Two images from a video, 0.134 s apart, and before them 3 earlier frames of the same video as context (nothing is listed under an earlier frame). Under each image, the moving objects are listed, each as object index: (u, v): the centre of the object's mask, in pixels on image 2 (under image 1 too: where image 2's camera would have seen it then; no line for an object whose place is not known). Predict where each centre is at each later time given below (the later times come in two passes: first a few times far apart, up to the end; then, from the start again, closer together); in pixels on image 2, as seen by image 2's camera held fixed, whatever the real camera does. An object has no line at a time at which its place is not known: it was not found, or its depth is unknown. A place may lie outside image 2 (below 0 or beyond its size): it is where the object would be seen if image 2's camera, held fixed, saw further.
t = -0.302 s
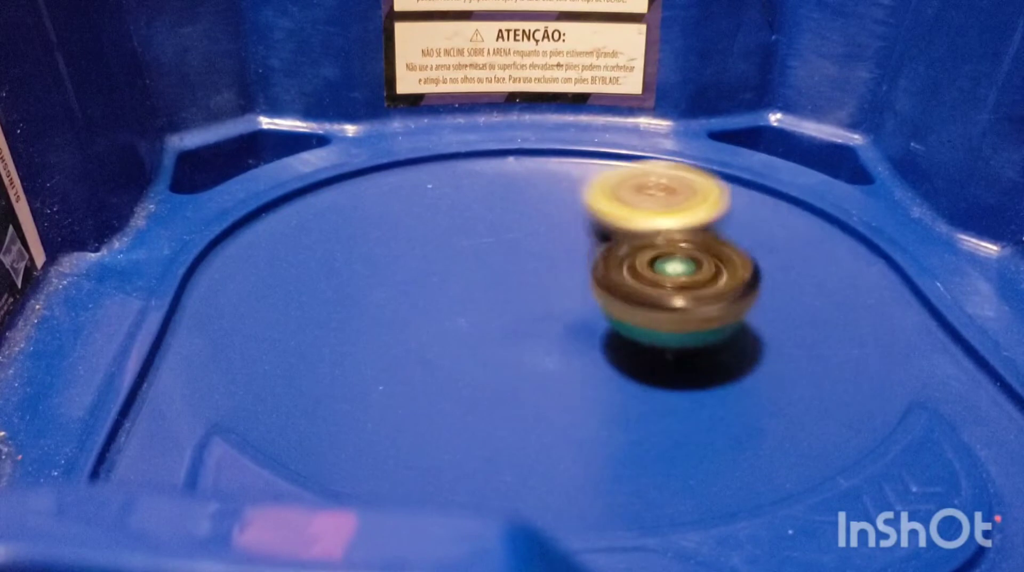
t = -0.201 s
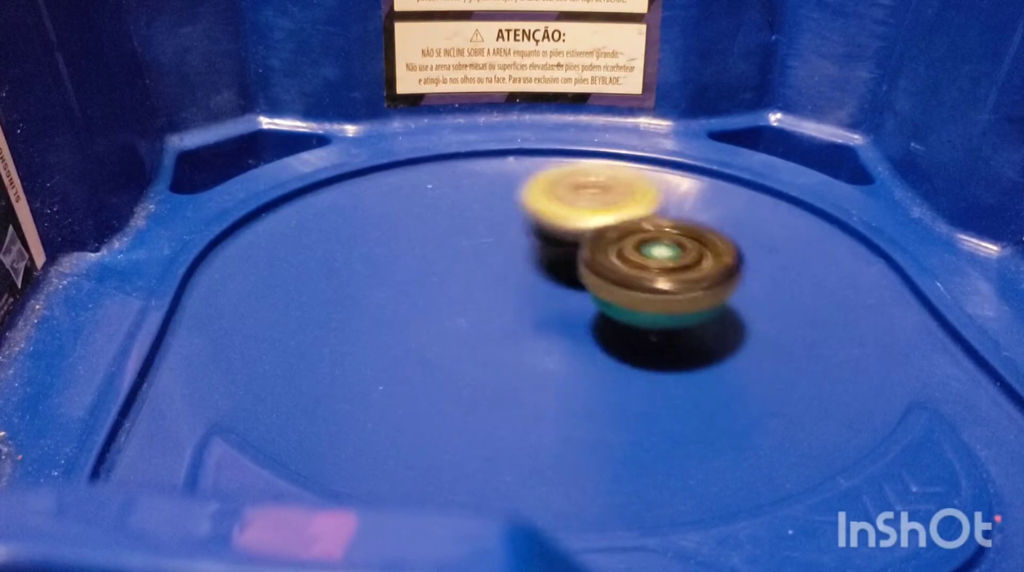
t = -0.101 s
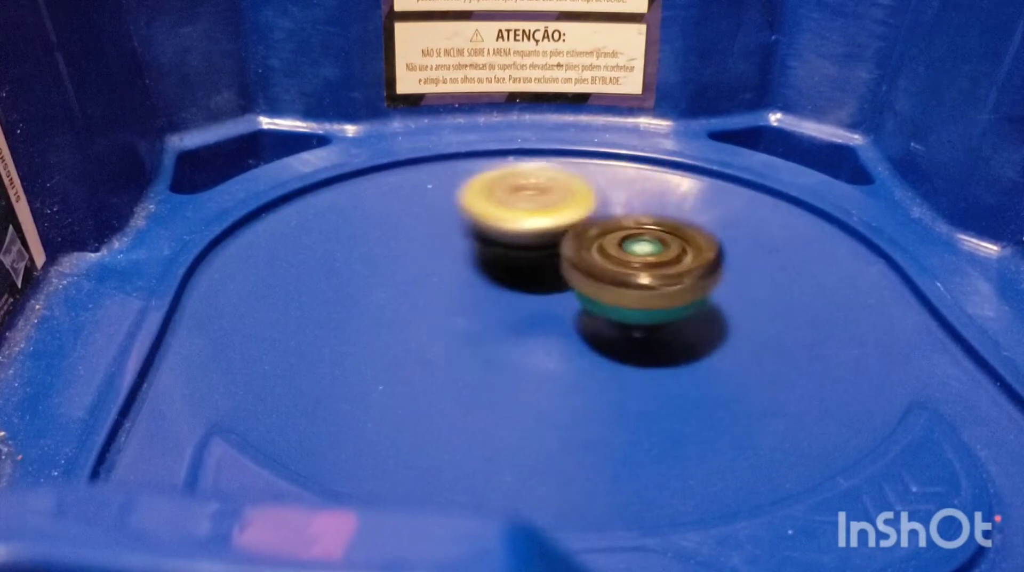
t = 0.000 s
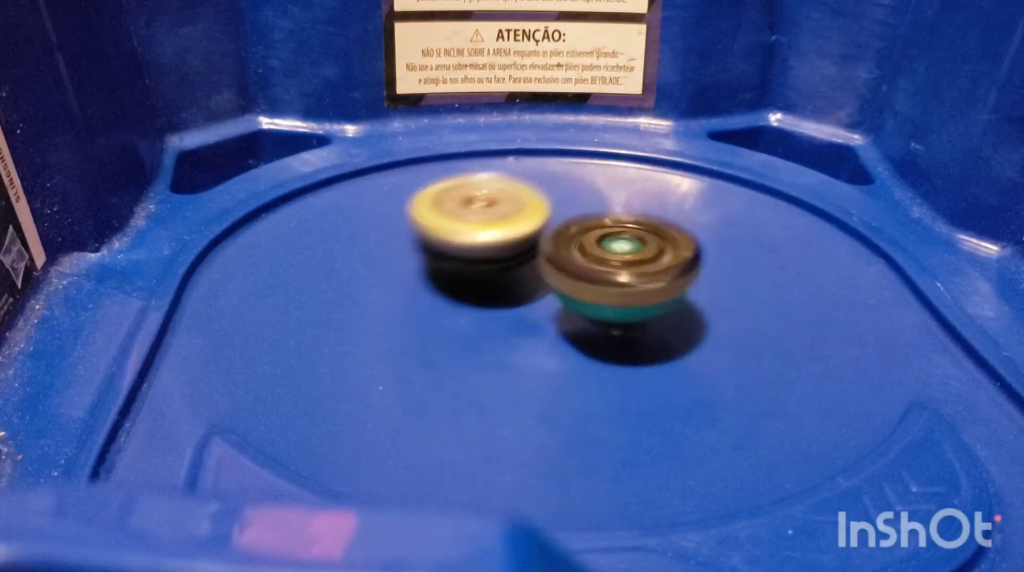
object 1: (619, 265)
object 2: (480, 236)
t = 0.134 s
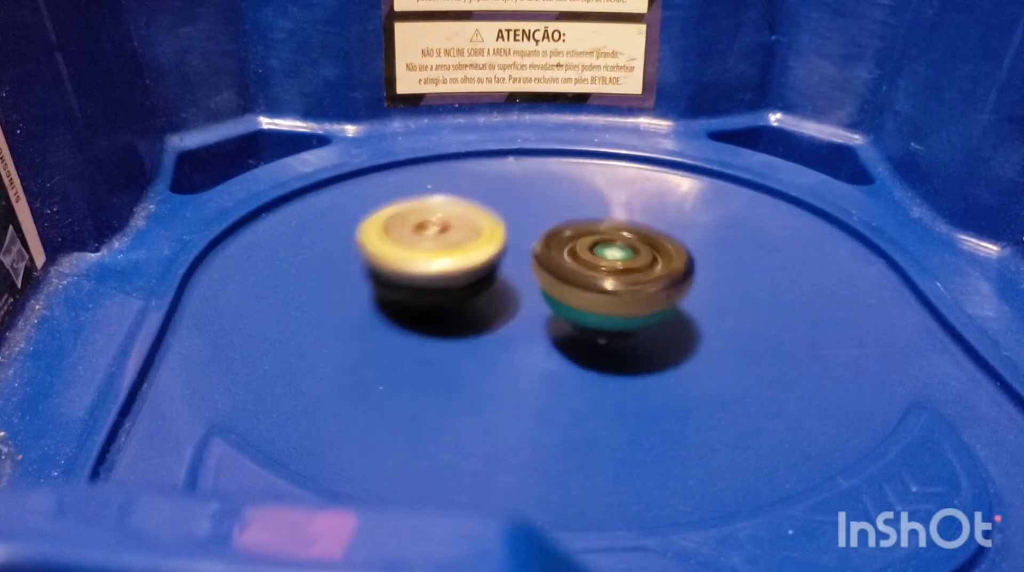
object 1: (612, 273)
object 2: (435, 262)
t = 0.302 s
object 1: (607, 291)
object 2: (420, 308)
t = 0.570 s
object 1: (667, 283)
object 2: (484, 348)
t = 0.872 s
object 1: (663, 234)
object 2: (549, 316)
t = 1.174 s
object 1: (580, 222)
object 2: (449, 300)
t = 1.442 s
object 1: (555, 225)
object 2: (452, 315)
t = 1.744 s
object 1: (593, 237)
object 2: (483, 321)
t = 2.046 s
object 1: (641, 235)
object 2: (468, 315)
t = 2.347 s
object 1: (647, 258)
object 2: (452, 282)
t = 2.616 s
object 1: (673, 275)
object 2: (435, 292)
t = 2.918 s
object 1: (637, 296)
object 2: (485, 267)
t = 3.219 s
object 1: (604, 306)
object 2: (497, 242)
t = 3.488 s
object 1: (552, 322)
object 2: (531, 217)
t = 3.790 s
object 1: (539, 324)
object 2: (531, 219)
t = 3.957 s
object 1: (524, 304)
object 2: (563, 224)
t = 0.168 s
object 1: (613, 278)
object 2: (427, 271)
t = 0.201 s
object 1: (614, 283)
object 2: (421, 279)
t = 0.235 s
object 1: (612, 288)
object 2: (418, 289)
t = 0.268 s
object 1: (610, 290)
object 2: (417, 299)
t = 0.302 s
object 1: (607, 291)
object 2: (420, 308)
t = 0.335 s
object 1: (605, 292)
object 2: (427, 317)
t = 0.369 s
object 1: (605, 294)
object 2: (434, 325)
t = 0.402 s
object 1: (612, 295)
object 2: (437, 331)
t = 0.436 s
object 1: (625, 294)
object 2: (440, 336)
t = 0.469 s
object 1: (638, 292)
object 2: (448, 340)
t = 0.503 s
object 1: (649, 290)
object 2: (458, 344)
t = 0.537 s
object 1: (659, 287)
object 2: (471, 347)
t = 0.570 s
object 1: (667, 283)
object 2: (484, 348)
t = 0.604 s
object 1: (675, 278)
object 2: (498, 348)
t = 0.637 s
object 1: (680, 273)
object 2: (512, 347)
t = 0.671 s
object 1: (684, 267)
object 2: (525, 345)
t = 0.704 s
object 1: (685, 261)
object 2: (537, 341)
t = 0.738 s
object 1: (685, 254)
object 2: (546, 337)
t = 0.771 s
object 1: (683, 249)
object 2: (553, 331)
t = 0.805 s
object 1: (678, 243)
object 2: (558, 325)
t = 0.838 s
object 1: (672, 238)
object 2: (556, 320)
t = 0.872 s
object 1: (663, 234)
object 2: (549, 316)
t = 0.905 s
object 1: (652, 231)
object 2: (536, 314)
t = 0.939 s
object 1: (642, 229)
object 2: (517, 312)
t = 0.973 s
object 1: (630, 227)
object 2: (497, 309)
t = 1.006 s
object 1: (617, 227)
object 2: (481, 305)
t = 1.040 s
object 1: (605, 226)
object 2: (472, 302)
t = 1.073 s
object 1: (593, 225)
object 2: (469, 299)
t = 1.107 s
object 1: (586, 225)
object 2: (466, 297)
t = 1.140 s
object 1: (583, 224)
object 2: (455, 299)
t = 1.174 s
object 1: (580, 222)
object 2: (449, 300)
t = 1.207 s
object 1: (575, 221)
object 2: (445, 301)
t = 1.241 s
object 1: (571, 220)
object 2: (445, 303)
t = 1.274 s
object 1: (565, 220)
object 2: (446, 305)
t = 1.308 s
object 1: (560, 221)
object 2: (447, 307)
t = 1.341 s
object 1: (556, 221)
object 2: (450, 309)
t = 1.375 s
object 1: (553, 222)
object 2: (454, 311)
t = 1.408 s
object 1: (552, 223)
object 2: (457, 312)
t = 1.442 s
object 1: (555, 225)
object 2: (452, 315)
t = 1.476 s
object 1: (559, 227)
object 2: (448, 318)
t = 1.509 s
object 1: (563, 228)
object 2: (450, 321)
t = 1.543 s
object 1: (566, 229)
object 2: (453, 324)
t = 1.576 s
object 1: (570, 230)
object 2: (459, 326)
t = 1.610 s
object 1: (574, 231)
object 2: (465, 327)
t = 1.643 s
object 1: (578, 232)
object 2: (471, 326)
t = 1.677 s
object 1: (582, 233)
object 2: (477, 325)
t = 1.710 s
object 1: (587, 235)
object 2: (482, 323)
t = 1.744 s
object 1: (593, 237)
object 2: (483, 321)
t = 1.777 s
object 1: (604, 237)
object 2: (475, 321)
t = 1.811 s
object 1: (614, 236)
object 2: (470, 321)
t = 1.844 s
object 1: (621, 235)
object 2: (468, 321)
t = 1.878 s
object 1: (627, 235)
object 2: (467, 321)
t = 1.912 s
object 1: (633, 235)
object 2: (467, 320)
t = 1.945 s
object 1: (636, 234)
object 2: (467, 320)
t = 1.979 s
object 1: (639, 234)
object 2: (468, 319)
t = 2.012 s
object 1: (641, 234)
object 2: (468, 317)
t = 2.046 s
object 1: (641, 235)
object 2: (468, 315)
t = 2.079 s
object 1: (641, 235)
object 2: (468, 312)
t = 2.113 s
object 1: (640, 237)
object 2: (467, 308)
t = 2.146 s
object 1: (638, 239)
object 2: (466, 305)
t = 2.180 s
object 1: (635, 241)
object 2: (466, 302)
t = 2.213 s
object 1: (631, 244)
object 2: (467, 298)
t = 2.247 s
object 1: (628, 247)
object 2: (469, 294)
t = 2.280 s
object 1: (626, 250)
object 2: (472, 290)
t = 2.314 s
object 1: (637, 254)
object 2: (463, 286)
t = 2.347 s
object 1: (647, 258)
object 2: (452, 282)
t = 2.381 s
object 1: (655, 261)
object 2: (445, 281)
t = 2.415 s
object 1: (661, 264)
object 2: (438, 281)
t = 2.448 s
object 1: (666, 266)
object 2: (434, 282)
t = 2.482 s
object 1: (670, 268)
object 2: (432, 284)
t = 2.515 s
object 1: (672, 270)
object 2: (430, 286)
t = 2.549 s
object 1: (674, 271)
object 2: (430, 288)
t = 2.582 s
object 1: (674, 273)
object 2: (432, 291)
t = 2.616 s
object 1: (673, 275)
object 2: (435, 292)
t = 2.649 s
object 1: (670, 276)
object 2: (439, 293)
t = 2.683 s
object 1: (667, 278)
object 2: (446, 293)
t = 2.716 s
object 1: (662, 280)
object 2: (453, 292)
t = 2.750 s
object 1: (656, 282)
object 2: (462, 291)
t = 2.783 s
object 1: (650, 283)
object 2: (472, 288)
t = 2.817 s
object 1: (643, 286)
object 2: (480, 283)
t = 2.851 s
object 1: (639, 288)
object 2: (483, 278)
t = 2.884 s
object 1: (639, 293)
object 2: (483, 273)
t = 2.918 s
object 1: (637, 296)
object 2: (485, 267)
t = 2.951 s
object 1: (635, 299)
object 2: (487, 262)
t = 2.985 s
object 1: (633, 302)
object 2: (489, 259)
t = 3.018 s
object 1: (631, 304)
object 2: (490, 256)
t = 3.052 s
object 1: (628, 305)
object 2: (491, 253)
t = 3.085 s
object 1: (624, 306)
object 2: (492, 251)
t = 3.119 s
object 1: (620, 307)
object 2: (492, 249)
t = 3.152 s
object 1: (615, 307)
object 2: (493, 247)
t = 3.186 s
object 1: (610, 307)
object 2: (495, 244)
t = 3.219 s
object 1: (604, 306)
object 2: (497, 242)
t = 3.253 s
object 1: (598, 306)
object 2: (499, 240)
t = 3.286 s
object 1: (590, 305)
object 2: (502, 237)
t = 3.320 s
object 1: (582, 304)
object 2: (506, 234)
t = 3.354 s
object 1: (574, 303)
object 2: (511, 230)
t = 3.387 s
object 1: (566, 307)
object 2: (518, 223)
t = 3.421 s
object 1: (560, 313)
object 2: (524, 218)
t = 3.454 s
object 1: (556, 319)
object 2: (528, 217)
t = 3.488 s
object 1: (552, 322)
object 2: (531, 217)
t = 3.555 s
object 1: (549, 325)
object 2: (532, 217)
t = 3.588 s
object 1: (547, 328)
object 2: (529, 215)
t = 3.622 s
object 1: (545, 329)
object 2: (528, 215)
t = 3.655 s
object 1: (544, 330)
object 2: (528, 215)
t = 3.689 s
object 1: (542, 330)
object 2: (527, 216)
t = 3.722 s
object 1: (541, 329)
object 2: (528, 216)
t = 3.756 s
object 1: (540, 327)
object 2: (529, 217)
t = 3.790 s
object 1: (539, 324)
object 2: (531, 219)
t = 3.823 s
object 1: (538, 321)
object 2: (535, 219)
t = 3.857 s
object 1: (535, 317)
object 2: (540, 220)
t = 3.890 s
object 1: (533, 313)
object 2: (547, 220)
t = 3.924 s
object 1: (529, 309)
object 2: (554, 222)
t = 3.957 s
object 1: (524, 304)
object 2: (563, 224)
